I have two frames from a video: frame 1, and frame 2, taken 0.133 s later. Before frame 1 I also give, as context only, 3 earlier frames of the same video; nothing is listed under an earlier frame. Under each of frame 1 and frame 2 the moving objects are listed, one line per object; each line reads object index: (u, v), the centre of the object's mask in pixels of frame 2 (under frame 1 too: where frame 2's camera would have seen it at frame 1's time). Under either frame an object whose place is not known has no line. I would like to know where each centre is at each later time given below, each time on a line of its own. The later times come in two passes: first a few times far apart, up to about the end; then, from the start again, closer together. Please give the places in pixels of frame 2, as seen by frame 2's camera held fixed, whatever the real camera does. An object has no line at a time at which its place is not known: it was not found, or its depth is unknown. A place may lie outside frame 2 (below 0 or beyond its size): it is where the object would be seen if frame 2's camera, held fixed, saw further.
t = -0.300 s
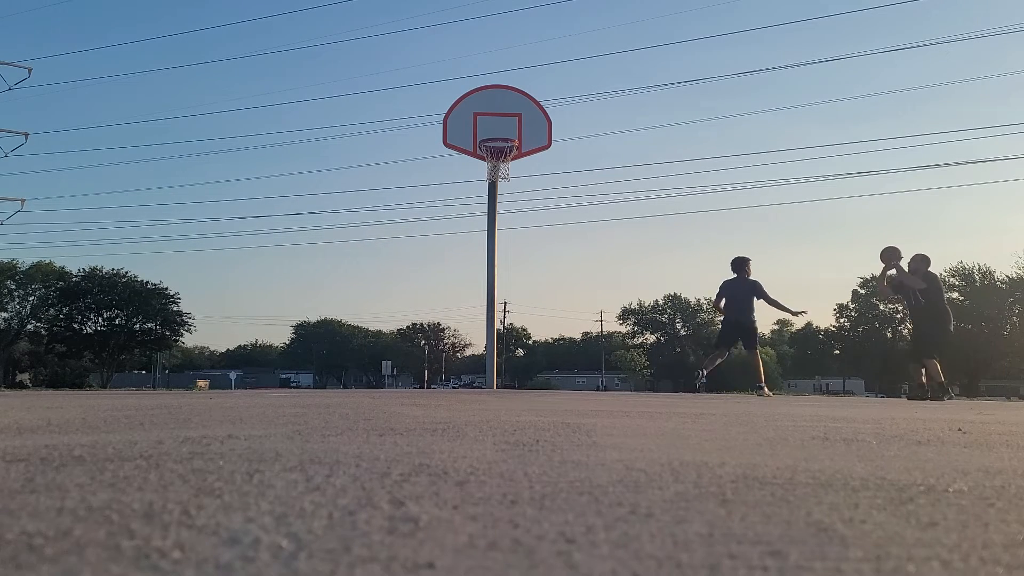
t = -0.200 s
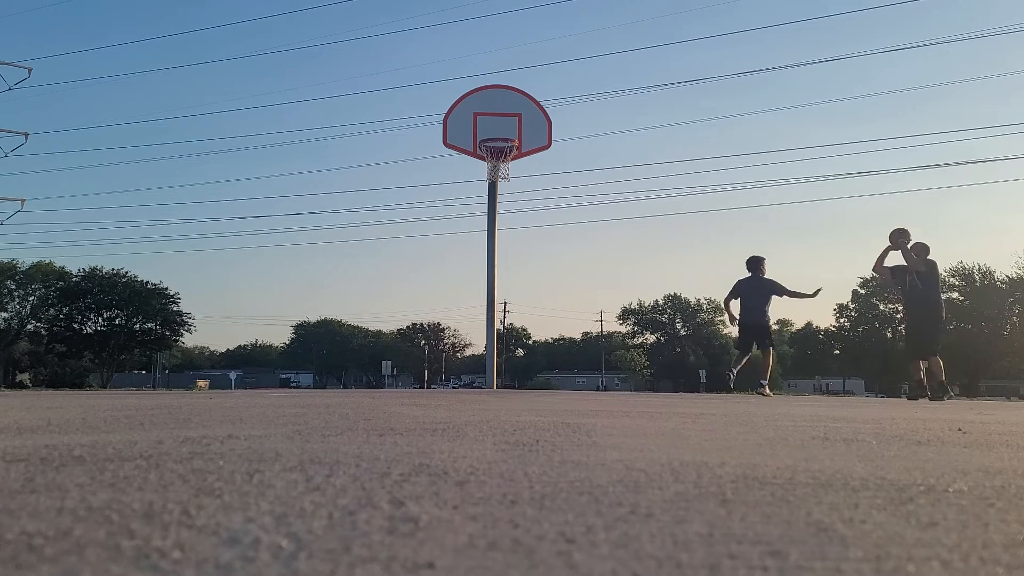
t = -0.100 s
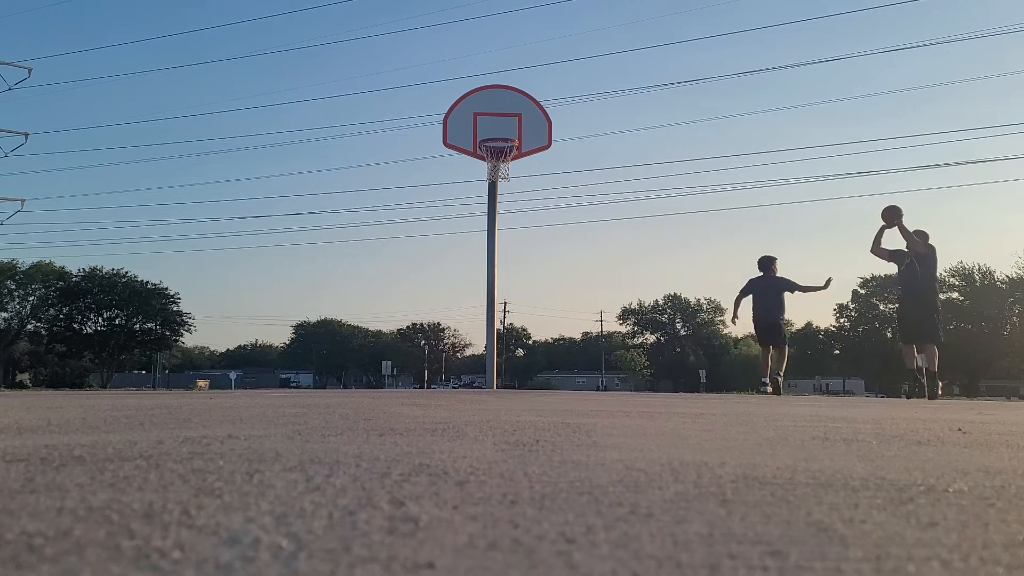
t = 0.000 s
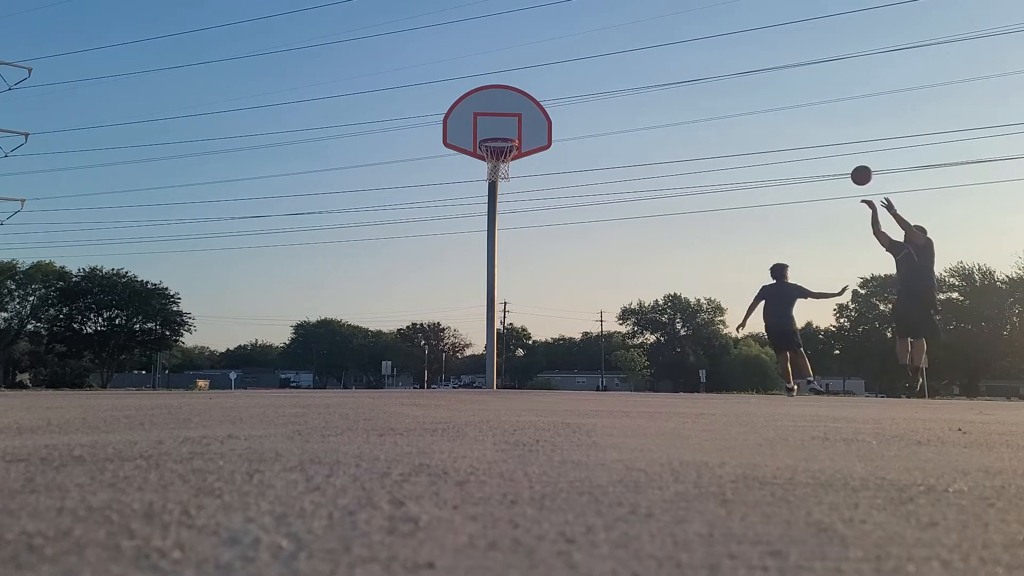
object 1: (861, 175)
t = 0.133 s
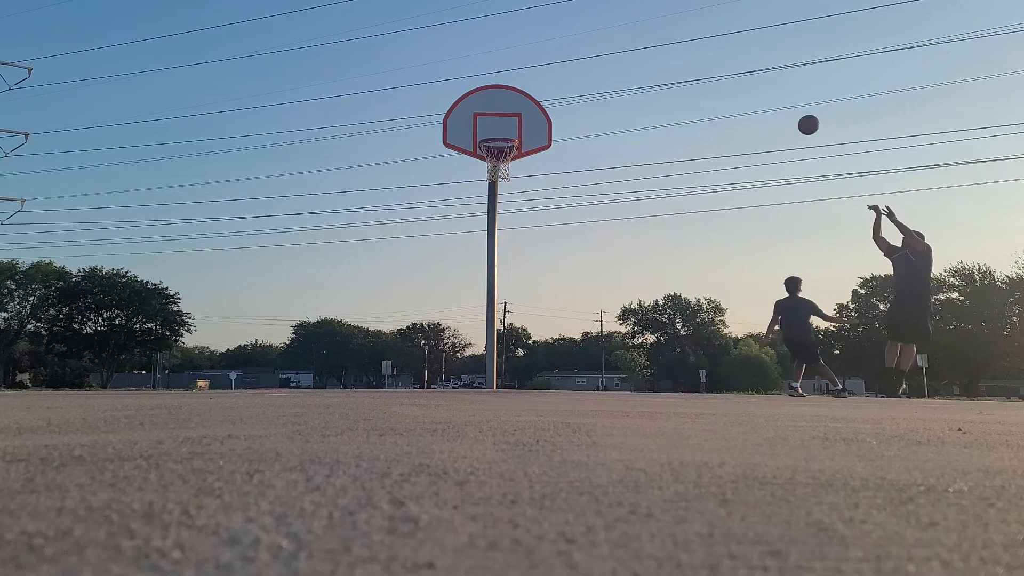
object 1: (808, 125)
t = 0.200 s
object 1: (782, 105)
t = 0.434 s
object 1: (695, 67)
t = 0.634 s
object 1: (623, 67)
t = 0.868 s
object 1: (541, 106)
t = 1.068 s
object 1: (483, 164)
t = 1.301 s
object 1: (482, 210)
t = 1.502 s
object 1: (476, 291)
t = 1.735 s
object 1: (478, 344)
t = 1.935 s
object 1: (499, 270)
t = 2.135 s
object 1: (518, 230)
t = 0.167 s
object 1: (795, 115)
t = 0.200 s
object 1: (782, 105)
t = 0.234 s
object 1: (770, 97)
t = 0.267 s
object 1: (757, 90)
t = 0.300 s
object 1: (745, 83)
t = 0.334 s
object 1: (732, 78)
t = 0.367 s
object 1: (720, 73)
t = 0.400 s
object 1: (707, 69)
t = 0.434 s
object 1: (695, 67)
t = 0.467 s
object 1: (683, 65)
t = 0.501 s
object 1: (671, 64)
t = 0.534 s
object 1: (659, 63)
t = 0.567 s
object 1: (647, 64)
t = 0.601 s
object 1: (635, 65)
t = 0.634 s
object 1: (623, 67)
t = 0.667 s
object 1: (611, 70)
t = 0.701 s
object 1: (600, 74)
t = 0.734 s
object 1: (588, 79)
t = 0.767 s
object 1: (576, 85)
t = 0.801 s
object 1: (565, 91)
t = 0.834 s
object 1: (553, 98)
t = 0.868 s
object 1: (541, 106)
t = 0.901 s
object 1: (530, 115)
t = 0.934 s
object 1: (518, 125)
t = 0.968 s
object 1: (506, 135)
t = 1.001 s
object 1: (498, 149)
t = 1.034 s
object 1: (489, 157)
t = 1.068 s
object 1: (483, 164)
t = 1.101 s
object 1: (483, 169)
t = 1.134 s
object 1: (485, 171)
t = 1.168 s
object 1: (485, 177)
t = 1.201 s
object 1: (485, 184)
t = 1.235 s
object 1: (484, 191)
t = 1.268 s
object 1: (483, 200)
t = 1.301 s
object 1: (482, 210)
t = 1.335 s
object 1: (481, 221)
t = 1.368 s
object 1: (480, 232)
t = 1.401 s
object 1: (479, 245)
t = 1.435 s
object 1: (479, 259)
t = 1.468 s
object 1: (478, 275)
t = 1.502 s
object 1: (476, 291)
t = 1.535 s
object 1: (475, 308)
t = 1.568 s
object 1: (474, 327)
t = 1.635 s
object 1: (471, 367)
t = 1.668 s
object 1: (473, 376)
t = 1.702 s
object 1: (474, 361)
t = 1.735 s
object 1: (478, 344)
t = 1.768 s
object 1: (482, 329)
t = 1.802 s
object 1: (485, 315)
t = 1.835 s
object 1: (488, 303)
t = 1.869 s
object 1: (492, 290)
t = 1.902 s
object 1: (495, 280)
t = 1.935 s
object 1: (499, 270)
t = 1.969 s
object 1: (503, 261)
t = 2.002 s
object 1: (505, 253)
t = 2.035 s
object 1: (508, 245)
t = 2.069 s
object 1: (511, 239)
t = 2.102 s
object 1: (515, 234)
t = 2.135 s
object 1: (518, 230)
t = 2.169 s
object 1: (521, 227)
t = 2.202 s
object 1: (524, 224)
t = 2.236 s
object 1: (528, 223)
